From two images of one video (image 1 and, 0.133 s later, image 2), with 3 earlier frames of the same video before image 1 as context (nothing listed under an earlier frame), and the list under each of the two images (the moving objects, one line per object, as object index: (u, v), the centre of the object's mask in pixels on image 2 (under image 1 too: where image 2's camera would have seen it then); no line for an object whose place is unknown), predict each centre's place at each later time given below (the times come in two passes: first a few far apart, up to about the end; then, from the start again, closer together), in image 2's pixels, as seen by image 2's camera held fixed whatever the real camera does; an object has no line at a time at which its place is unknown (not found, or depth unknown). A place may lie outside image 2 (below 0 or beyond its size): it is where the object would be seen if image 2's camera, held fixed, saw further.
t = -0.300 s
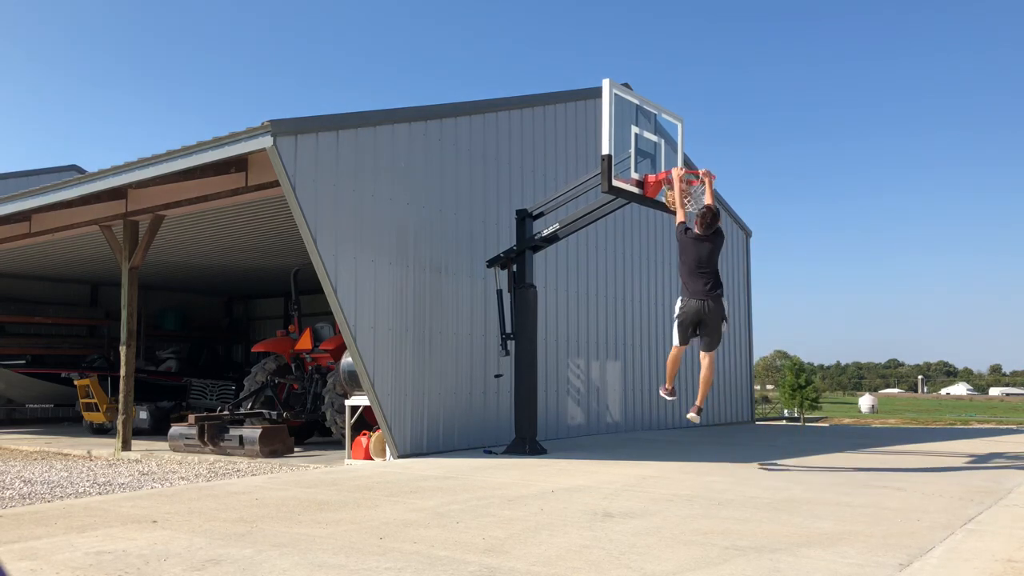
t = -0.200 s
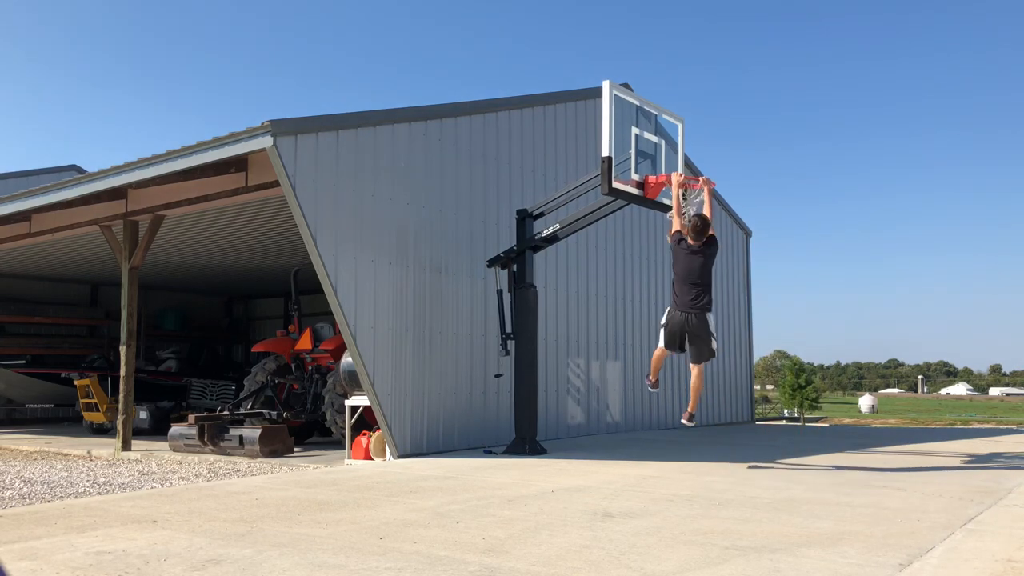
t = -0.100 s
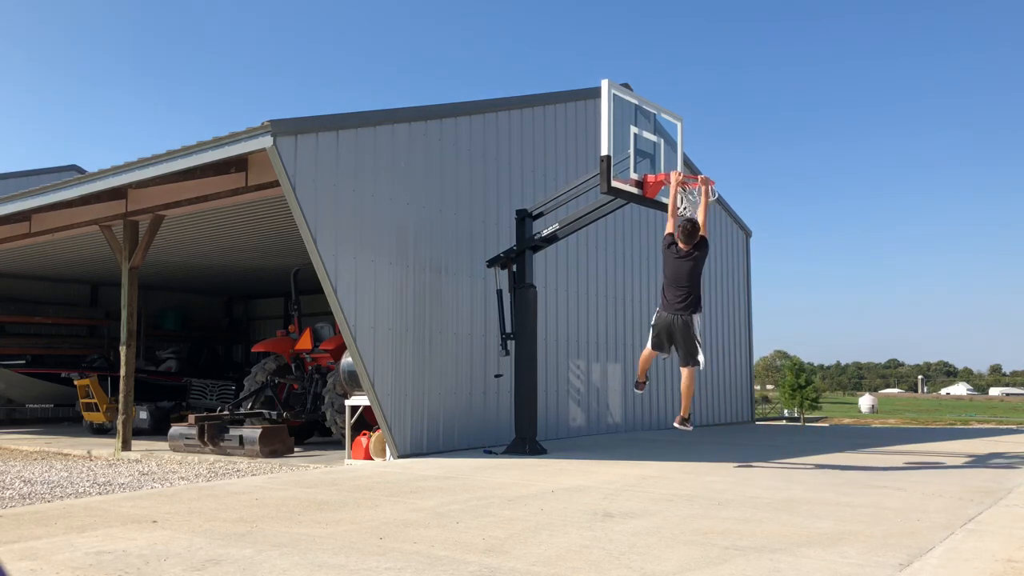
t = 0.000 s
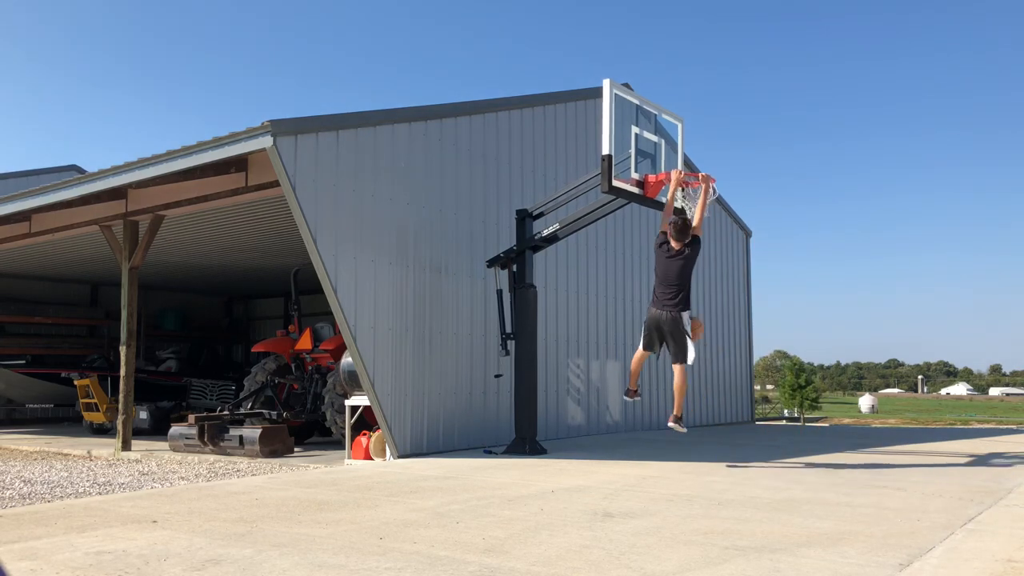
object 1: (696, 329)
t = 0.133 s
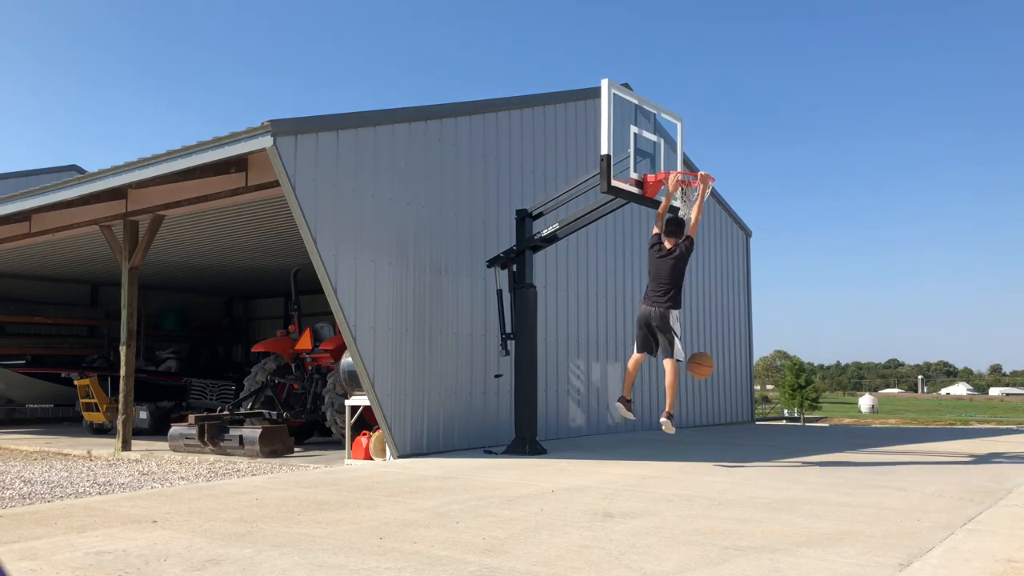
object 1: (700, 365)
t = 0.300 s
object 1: (714, 432)
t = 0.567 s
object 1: (756, 378)
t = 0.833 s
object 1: (800, 368)
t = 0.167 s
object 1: (703, 377)
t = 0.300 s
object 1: (714, 432)
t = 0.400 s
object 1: (729, 422)
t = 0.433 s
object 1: (734, 411)
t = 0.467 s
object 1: (740, 400)
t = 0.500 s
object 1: (745, 391)
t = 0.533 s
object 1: (752, 384)
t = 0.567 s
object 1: (756, 378)
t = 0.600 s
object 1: (763, 373)
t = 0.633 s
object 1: (768, 369)
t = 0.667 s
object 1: (773, 367)
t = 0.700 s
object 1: (779, 363)
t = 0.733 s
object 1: (784, 364)
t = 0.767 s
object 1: (789, 364)
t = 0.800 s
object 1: (794, 366)
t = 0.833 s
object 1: (800, 368)
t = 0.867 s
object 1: (805, 372)
